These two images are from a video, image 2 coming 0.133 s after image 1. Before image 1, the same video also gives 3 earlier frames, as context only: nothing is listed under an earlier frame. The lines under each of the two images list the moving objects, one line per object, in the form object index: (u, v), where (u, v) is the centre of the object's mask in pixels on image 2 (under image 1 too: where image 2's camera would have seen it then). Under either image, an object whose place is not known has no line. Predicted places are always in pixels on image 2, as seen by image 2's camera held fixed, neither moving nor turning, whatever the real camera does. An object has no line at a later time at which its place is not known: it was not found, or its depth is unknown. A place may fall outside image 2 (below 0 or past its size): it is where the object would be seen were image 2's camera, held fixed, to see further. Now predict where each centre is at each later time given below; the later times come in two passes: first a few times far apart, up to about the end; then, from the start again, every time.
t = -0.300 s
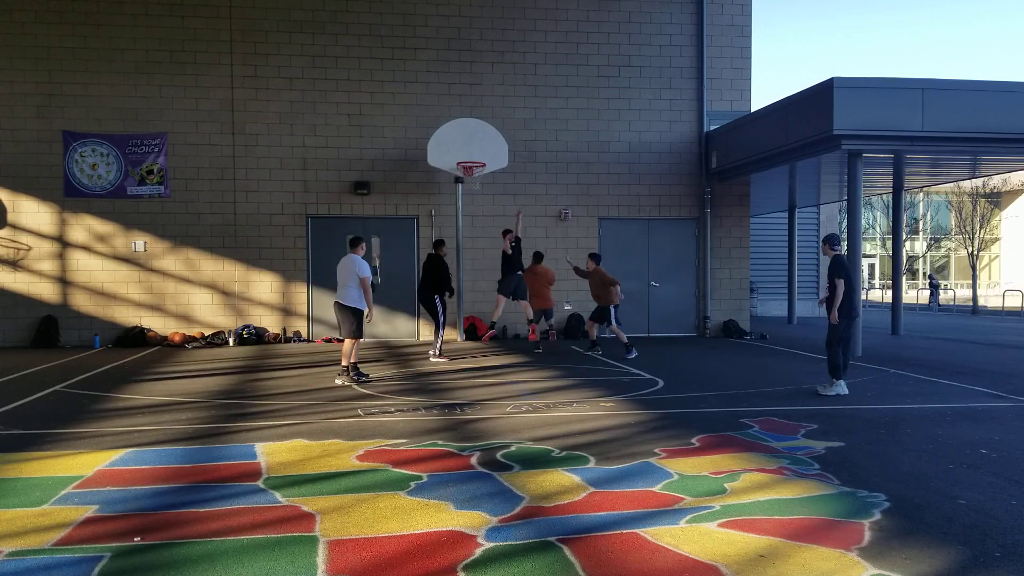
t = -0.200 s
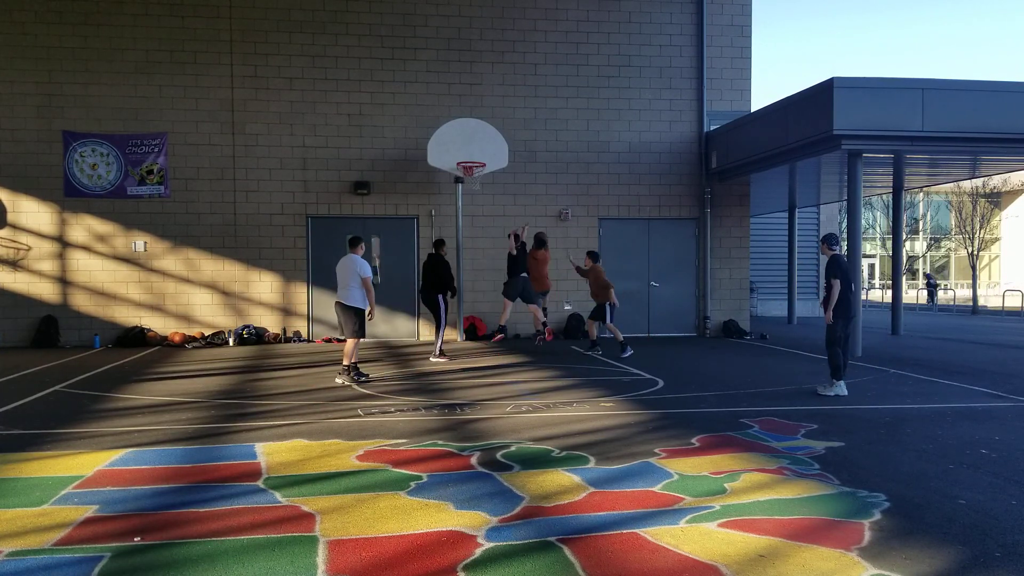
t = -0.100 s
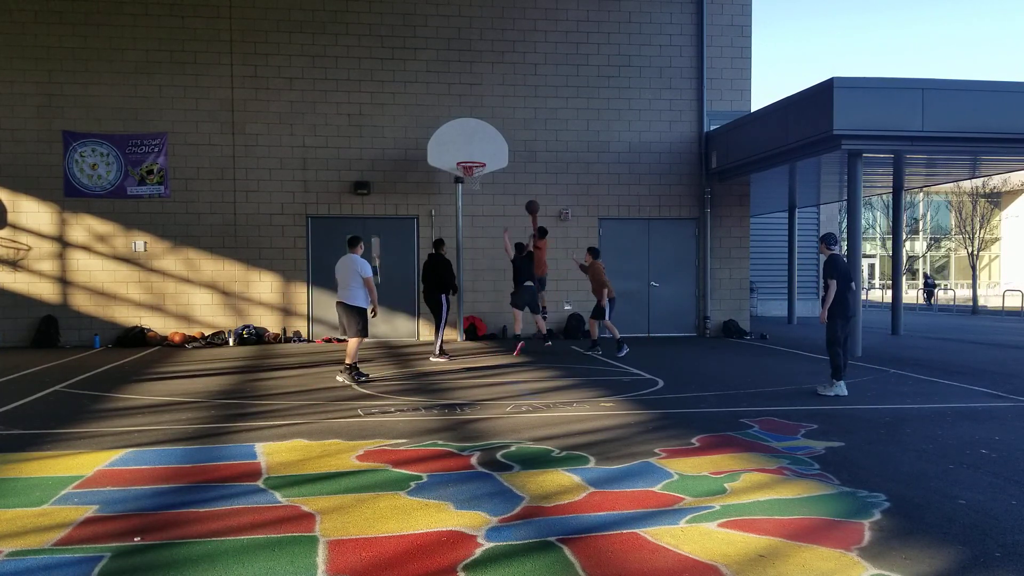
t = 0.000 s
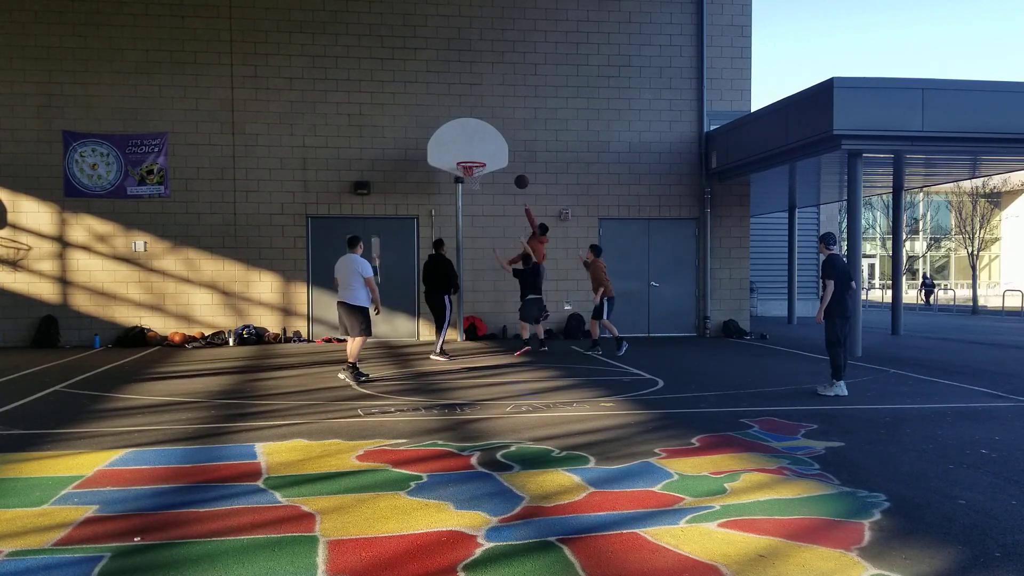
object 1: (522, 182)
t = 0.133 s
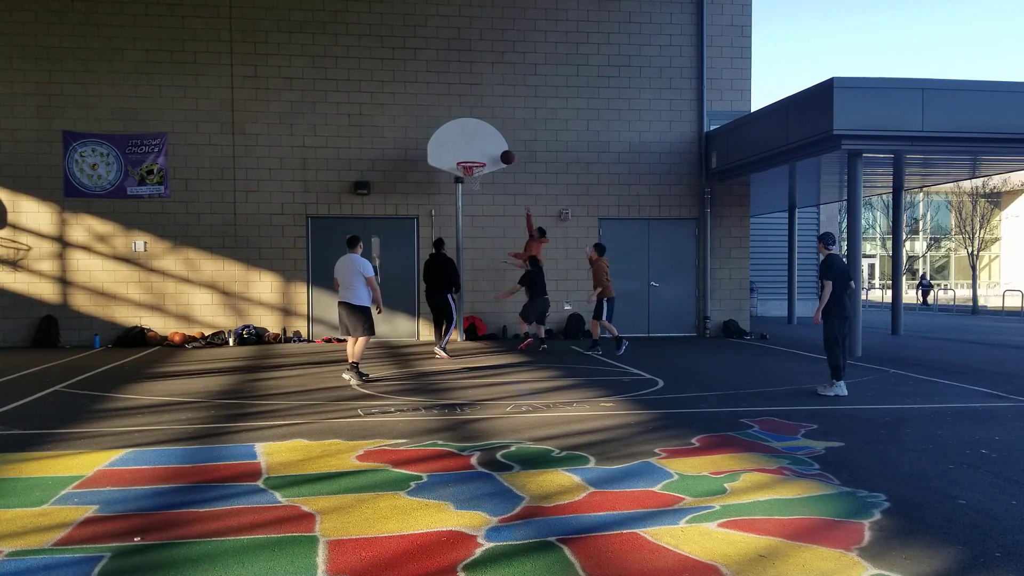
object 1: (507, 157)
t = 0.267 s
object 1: (493, 144)
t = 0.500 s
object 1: (470, 144)
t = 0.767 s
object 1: (457, 149)
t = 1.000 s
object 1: (449, 154)
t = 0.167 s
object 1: (504, 153)
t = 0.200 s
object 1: (500, 149)
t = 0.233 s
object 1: (496, 146)
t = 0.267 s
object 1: (493, 144)
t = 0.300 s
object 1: (489, 142)
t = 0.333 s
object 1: (486, 141)
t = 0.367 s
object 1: (482, 140)
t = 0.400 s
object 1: (479, 141)
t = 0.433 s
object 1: (475, 142)
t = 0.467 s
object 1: (472, 143)
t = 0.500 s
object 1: (470, 144)
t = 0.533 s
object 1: (468, 146)
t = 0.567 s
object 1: (466, 149)
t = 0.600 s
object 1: (464, 152)
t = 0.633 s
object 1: (462, 156)
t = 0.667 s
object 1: (460, 156)
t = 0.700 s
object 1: (459, 154)
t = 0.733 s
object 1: (458, 151)
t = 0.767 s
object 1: (457, 149)
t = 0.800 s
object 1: (455, 148)
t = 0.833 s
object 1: (454, 147)
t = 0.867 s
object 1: (453, 147)
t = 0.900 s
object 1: (452, 148)
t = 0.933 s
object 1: (451, 149)
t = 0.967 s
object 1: (450, 151)
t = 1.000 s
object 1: (449, 154)
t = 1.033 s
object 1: (448, 157)
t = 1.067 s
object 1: (447, 161)
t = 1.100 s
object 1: (446, 166)
